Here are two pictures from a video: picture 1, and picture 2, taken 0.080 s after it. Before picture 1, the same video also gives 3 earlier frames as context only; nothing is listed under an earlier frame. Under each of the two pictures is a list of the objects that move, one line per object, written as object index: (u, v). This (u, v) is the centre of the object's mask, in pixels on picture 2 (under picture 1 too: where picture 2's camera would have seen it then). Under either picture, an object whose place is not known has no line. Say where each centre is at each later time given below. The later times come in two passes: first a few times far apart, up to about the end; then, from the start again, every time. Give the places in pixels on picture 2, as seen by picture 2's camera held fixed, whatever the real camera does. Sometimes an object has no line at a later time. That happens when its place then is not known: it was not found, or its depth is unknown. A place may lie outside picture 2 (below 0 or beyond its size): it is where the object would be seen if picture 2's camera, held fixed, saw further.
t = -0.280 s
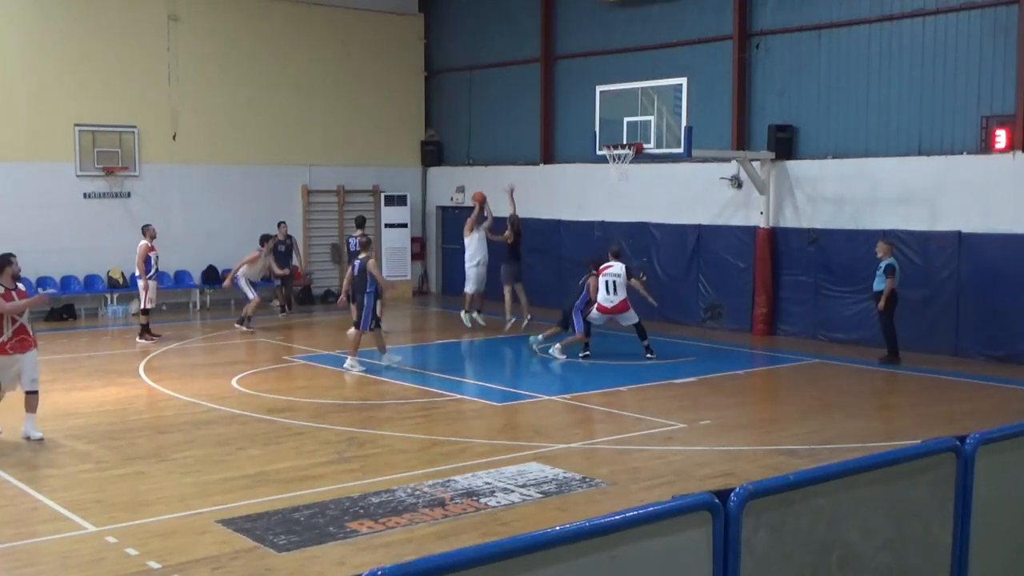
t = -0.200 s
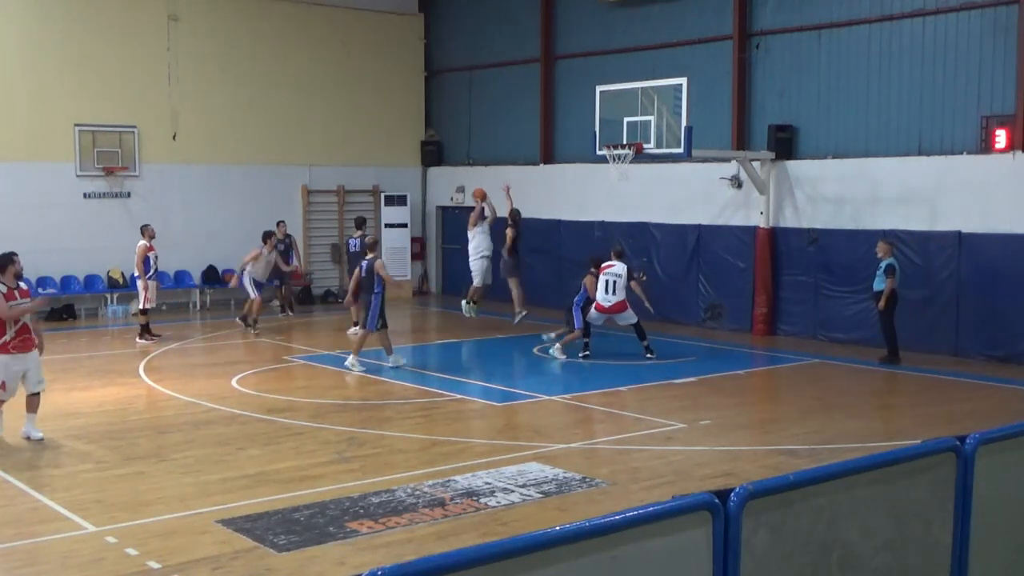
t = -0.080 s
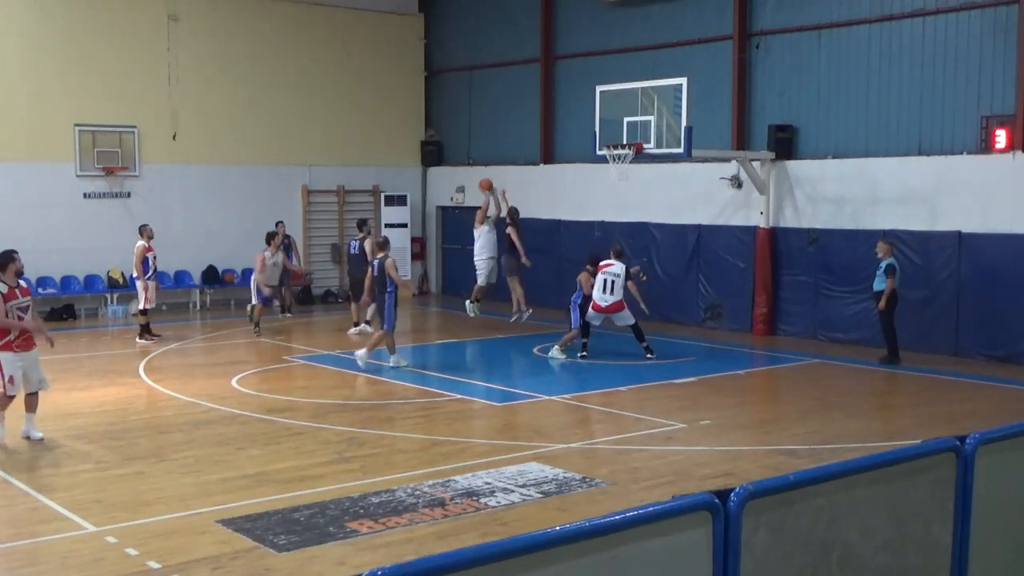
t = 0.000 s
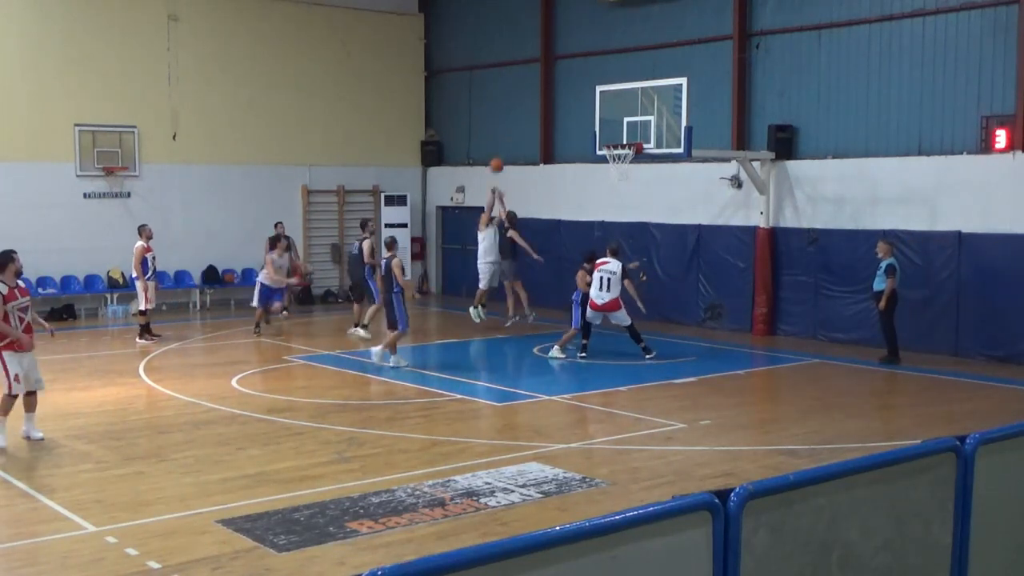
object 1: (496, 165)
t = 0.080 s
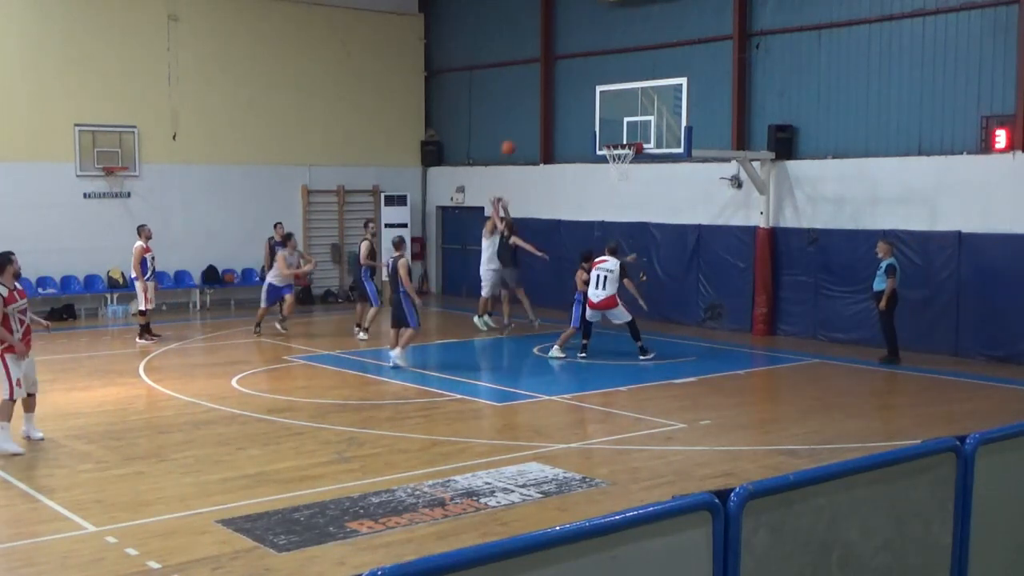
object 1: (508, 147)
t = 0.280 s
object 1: (540, 117)
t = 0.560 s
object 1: (586, 119)
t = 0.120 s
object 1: (514, 140)
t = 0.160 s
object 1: (521, 133)
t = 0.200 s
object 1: (527, 127)
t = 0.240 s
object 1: (532, 123)
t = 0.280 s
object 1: (540, 117)
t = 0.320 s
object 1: (545, 116)
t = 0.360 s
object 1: (552, 113)
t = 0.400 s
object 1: (559, 112)
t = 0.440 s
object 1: (565, 112)
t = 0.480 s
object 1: (572, 113)
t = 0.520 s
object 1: (579, 115)
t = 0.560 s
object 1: (586, 119)
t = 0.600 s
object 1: (593, 122)
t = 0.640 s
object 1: (600, 128)
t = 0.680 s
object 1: (607, 134)
